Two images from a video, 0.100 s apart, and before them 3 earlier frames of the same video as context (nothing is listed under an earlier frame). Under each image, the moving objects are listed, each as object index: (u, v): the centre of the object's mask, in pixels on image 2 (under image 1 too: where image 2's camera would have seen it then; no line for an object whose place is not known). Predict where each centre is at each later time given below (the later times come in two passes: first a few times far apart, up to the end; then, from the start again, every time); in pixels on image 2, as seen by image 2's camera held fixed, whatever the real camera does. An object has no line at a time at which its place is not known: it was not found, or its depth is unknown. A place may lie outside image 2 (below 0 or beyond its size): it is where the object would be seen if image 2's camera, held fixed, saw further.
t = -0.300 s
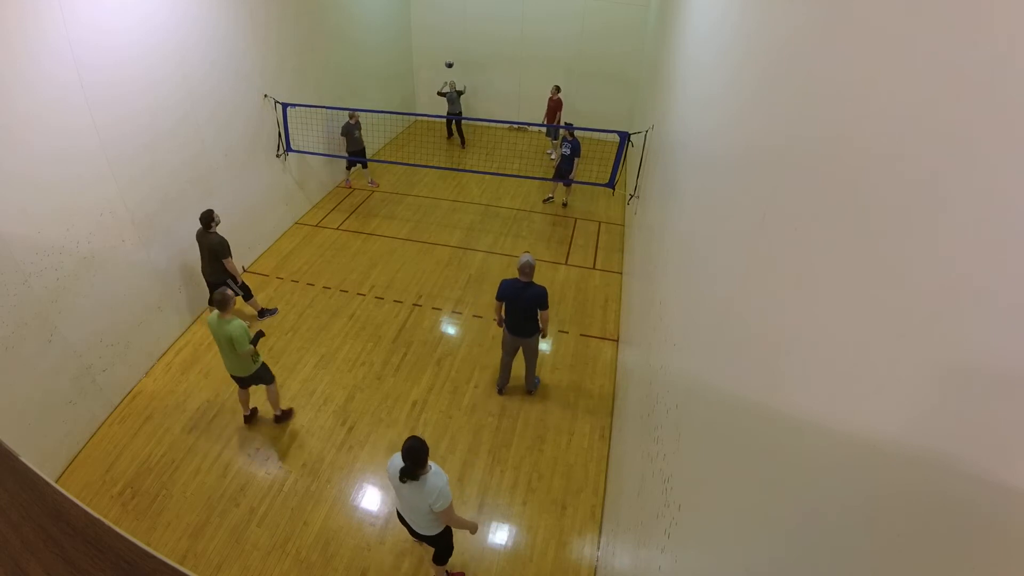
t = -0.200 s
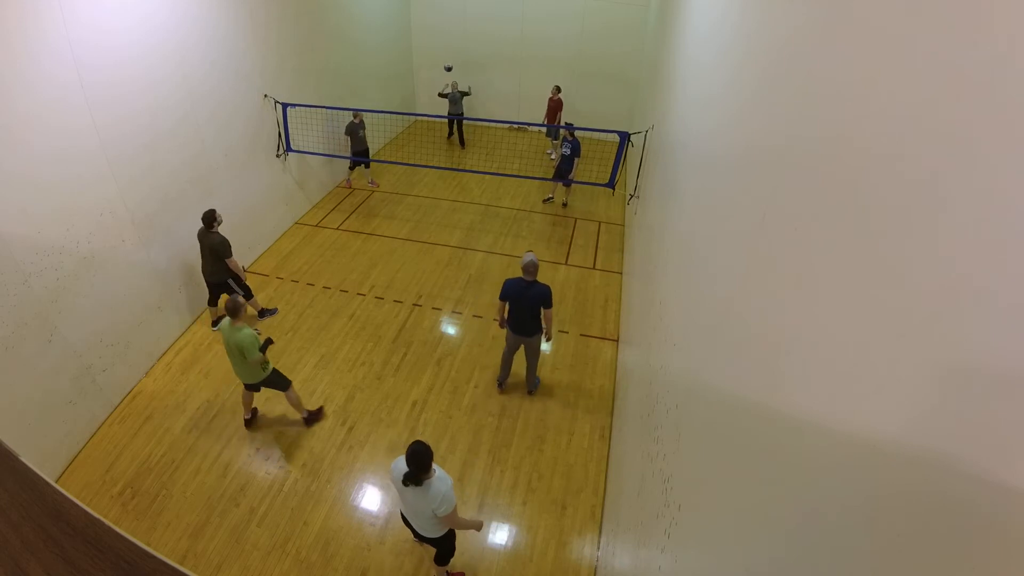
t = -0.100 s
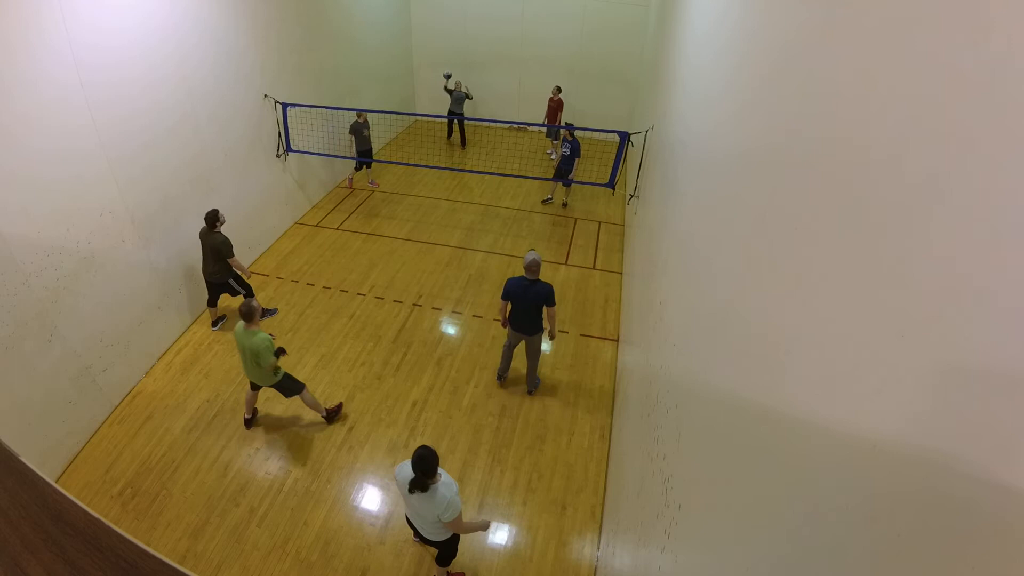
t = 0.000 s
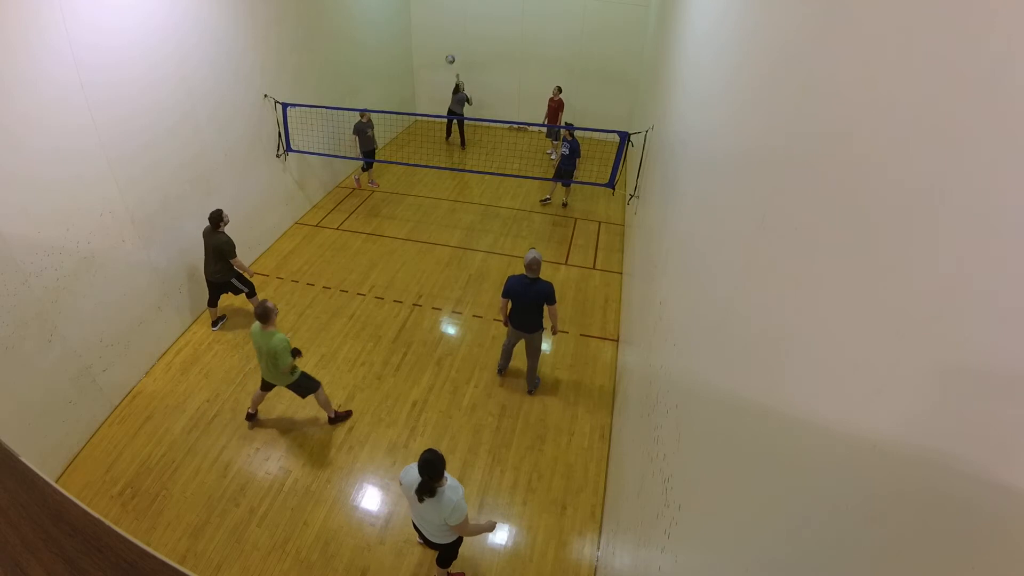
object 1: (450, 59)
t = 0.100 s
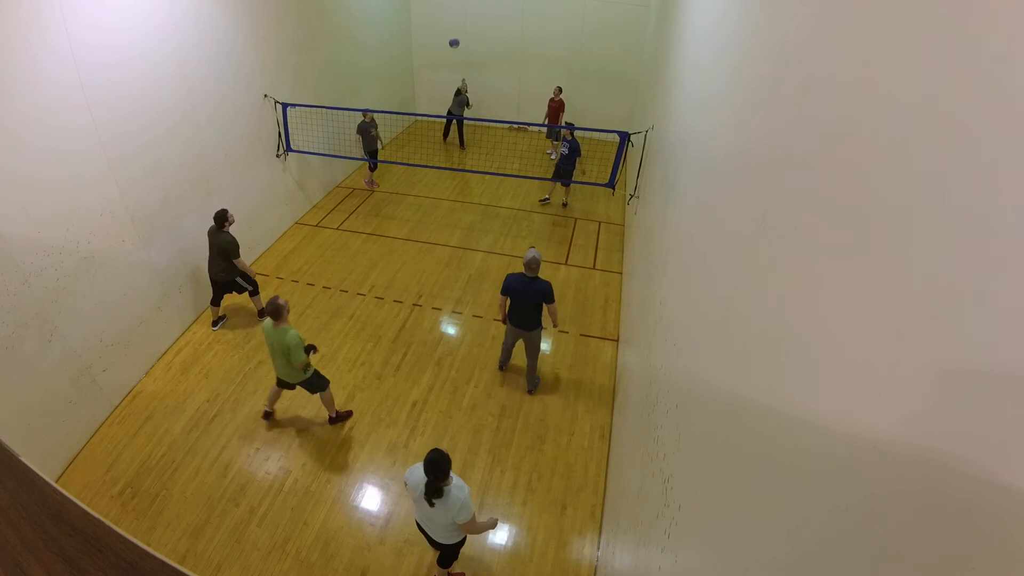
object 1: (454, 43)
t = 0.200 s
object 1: (458, 29)
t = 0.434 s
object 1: (471, 14)
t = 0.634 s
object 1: (486, 32)
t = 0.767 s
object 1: (501, 76)
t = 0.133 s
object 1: (456, 38)
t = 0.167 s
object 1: (457, 33)
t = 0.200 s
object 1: (458, 29)
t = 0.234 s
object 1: (460, 25)
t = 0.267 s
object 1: (461, 21)
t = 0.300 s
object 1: (463, 19)
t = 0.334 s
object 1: (465, 16)
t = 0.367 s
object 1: (466, 15)
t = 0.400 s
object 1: (468, 14)
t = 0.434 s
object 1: (471, 14)
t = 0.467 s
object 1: (473, 14)
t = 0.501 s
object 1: (475, 15)
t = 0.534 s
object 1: (477, 18)
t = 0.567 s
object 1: (480, 21)
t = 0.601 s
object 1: (483, 26)
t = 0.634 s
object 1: (486, 32)
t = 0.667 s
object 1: (489, 40)
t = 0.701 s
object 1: (492, 50)
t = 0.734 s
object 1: (497, 62)
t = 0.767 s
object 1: (501, 76)
